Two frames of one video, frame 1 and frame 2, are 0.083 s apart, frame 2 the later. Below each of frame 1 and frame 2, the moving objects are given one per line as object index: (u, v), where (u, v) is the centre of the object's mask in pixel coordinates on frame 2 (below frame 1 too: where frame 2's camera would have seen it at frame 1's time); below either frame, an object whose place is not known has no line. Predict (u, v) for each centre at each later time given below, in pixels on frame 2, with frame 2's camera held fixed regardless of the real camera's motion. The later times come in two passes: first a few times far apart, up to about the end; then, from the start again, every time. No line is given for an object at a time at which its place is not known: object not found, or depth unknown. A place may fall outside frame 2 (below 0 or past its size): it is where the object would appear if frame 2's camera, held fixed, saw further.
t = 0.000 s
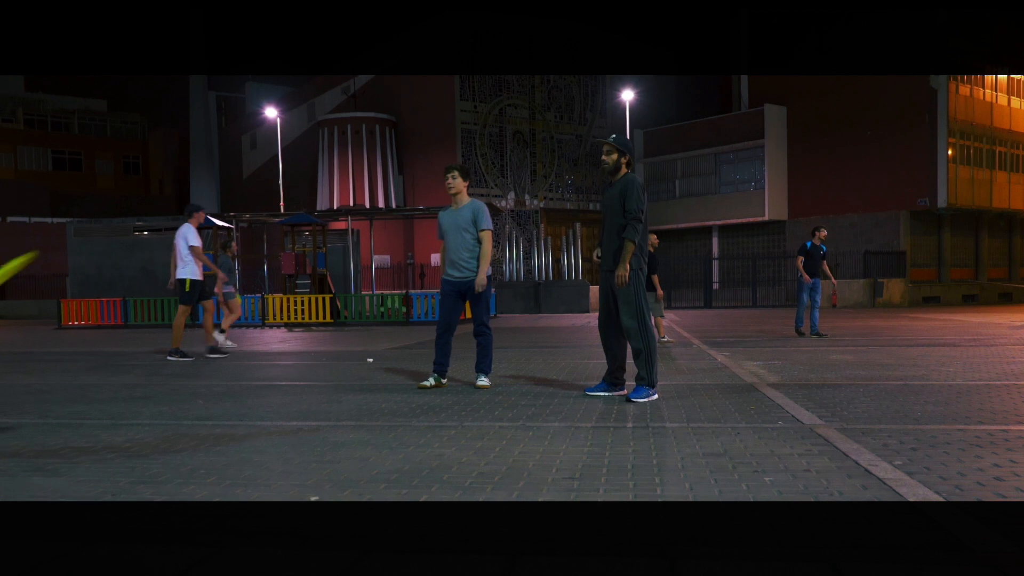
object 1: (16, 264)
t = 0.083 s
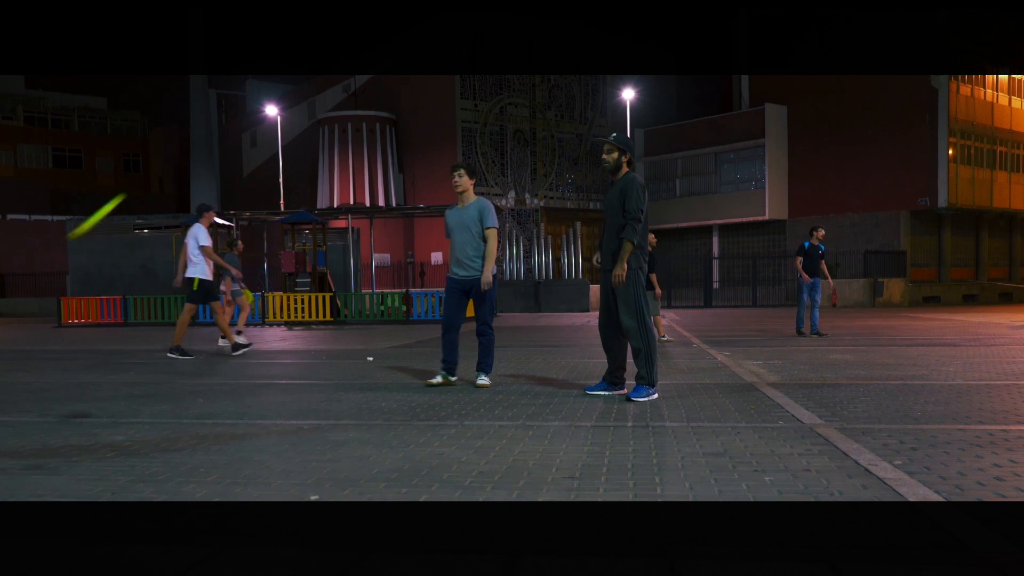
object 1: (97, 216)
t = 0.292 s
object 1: (262, 119)
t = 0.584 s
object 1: (400, 71)
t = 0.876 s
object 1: (485, 106)
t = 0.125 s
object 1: (135, 193)
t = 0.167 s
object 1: (171, 171)
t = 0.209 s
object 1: (206, 151)
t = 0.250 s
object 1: (236, 134)
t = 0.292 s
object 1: (262, 119)
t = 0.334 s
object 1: (293, 101)
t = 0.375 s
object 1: (311, 93)
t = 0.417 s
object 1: (333, 84)
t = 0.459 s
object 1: (349, 81)
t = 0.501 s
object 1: (366, 77)
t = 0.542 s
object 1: (382, 73)
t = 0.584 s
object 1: (400, 71)
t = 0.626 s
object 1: (417, 69)
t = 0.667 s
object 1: (431, 71)
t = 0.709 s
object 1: (444, 75)
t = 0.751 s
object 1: (455, 80)
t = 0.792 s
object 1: (466, 87)
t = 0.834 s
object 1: (476, 96)
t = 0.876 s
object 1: (485, 106)
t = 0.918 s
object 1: (493, 118)
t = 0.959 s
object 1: (500, 131)
